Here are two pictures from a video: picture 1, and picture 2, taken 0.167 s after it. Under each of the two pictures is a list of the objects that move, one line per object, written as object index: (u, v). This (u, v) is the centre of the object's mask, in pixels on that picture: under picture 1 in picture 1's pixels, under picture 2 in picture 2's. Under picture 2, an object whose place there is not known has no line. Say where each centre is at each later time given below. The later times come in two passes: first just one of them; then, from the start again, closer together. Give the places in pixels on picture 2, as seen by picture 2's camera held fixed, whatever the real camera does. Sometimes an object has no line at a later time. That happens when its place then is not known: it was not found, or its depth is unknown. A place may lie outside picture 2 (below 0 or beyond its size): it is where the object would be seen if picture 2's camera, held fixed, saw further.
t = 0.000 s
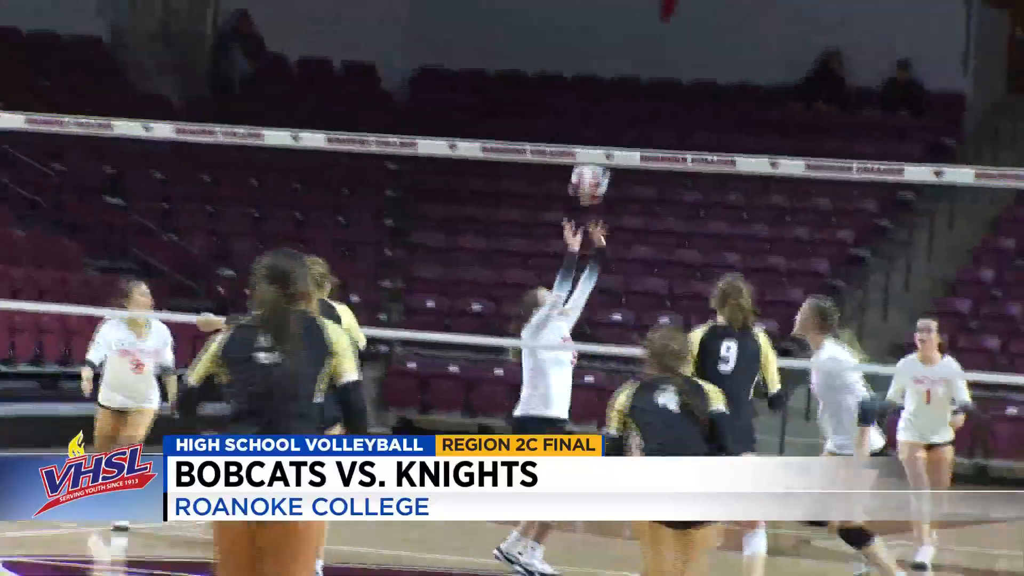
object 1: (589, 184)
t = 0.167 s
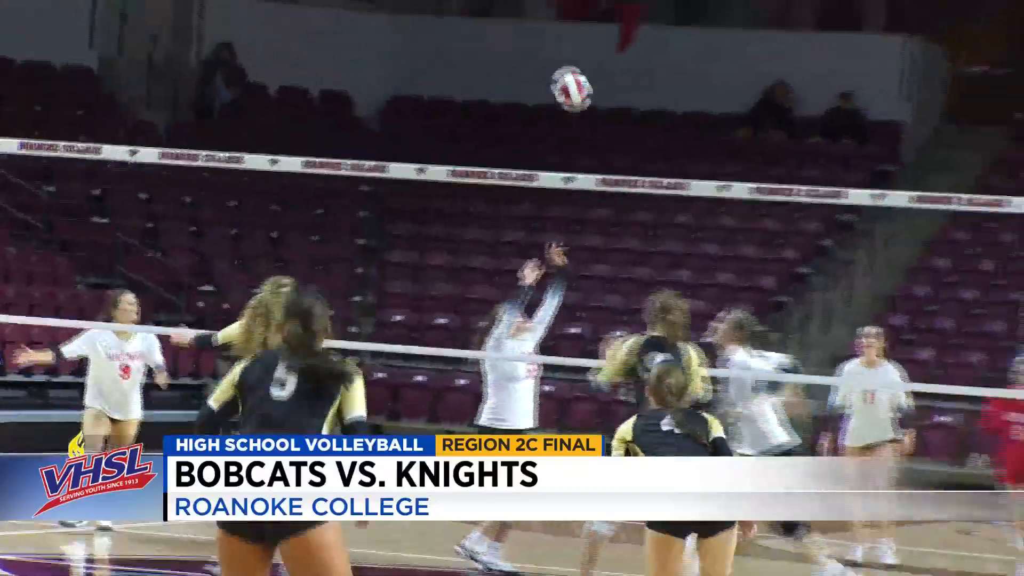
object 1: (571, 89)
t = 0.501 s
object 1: (602, 4)
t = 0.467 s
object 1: (599, 4)
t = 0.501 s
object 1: (602, 4)
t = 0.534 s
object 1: (606, 6)
